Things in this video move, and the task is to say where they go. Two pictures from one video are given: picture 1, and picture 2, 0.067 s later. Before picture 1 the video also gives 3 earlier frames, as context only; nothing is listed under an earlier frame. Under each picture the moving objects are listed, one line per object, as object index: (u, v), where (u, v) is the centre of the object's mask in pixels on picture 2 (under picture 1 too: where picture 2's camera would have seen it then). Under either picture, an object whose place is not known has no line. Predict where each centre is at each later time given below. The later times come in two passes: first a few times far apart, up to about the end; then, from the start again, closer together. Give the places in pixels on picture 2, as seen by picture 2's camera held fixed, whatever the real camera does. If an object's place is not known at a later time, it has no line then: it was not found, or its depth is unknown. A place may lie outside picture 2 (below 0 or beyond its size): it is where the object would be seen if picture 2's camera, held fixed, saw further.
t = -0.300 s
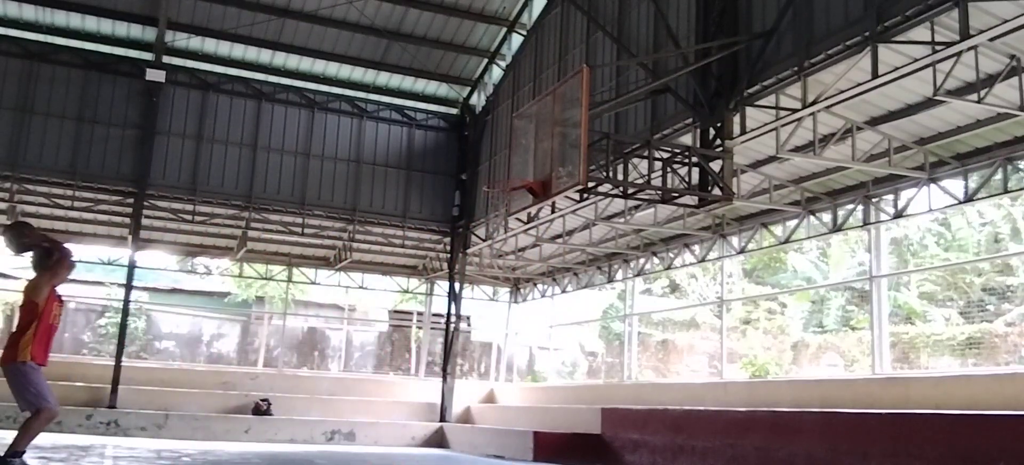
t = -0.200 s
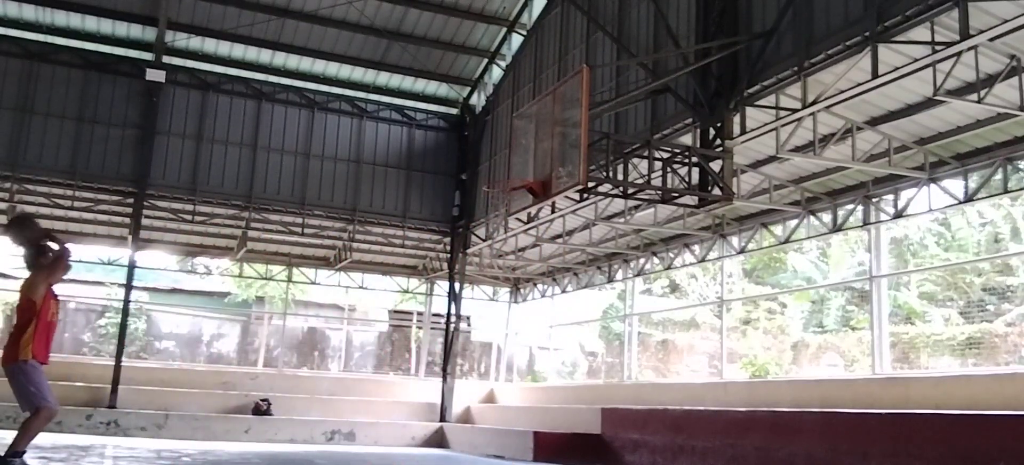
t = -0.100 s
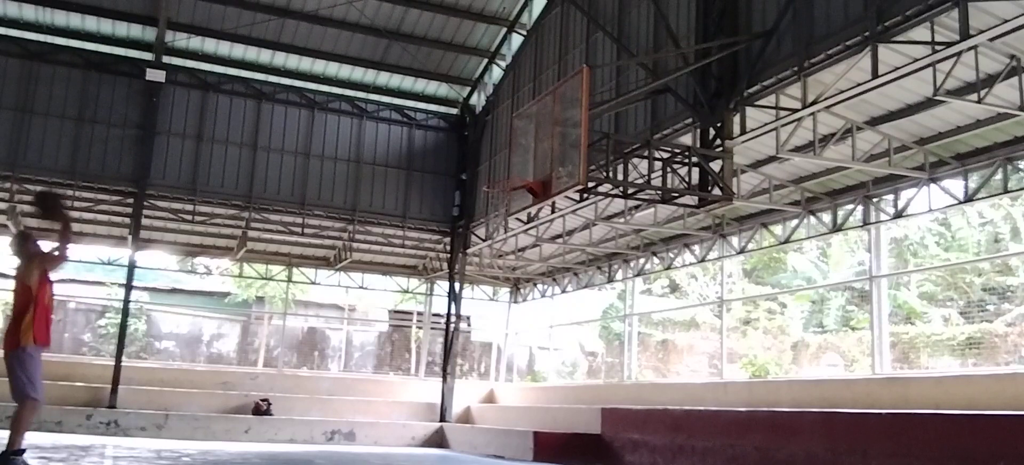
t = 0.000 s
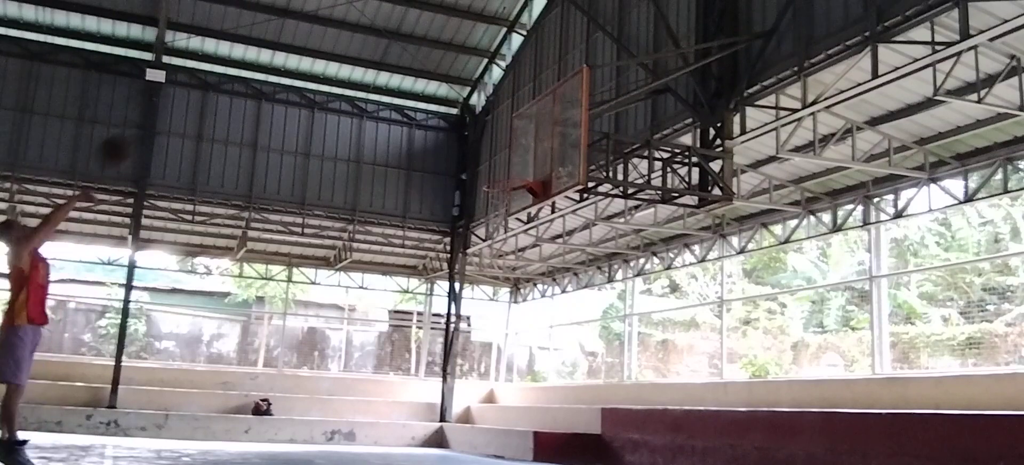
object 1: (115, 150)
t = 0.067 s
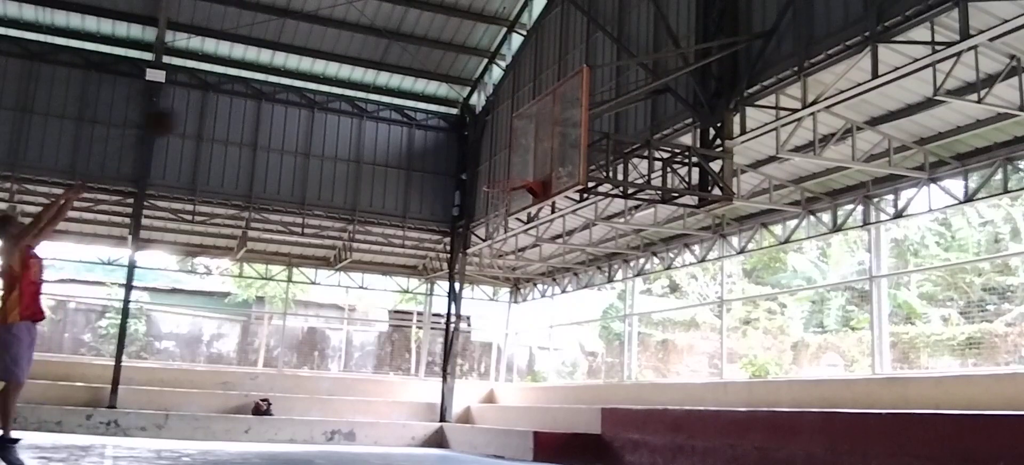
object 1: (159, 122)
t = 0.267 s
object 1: (279, 79)
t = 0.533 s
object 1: (405, 90)
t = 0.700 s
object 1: (470, 131)
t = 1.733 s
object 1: (592, 393)
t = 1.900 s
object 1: (615, 339)
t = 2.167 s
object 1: (649, 314)
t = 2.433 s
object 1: (680, 360)
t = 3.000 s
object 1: (761, 393)
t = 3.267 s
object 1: (804, 395)
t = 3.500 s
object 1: (843, 456)
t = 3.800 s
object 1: (881, 434)
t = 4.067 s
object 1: (911, 440)
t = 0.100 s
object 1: (184, 111)
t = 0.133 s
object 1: (204, 101)
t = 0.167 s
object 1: (224, 93)
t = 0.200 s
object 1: (243, 88)
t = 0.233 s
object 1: (261, 84)
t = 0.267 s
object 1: (279, 79)
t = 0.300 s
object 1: (296, 75)
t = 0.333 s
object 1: (314, 75)
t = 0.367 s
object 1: (330, 74)
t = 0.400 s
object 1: (345, 76)
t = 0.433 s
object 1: (361, 79)
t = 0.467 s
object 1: (375, 81)
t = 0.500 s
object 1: (390, 85)
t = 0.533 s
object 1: (405, 90)
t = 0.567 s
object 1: (417, 95)
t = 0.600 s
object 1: (430, 102)
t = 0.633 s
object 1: (444, 112)
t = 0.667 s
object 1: (459, 121)
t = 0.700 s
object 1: (470, 131)
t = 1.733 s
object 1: (592, 393)
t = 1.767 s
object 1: (597, 380)
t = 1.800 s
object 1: (601, 369)
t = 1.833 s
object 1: (606, 358)
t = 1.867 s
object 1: (611, 348)
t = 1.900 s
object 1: (615, 339)
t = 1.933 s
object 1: (619, 333)
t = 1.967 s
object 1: (624, 326)
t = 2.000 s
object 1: (628, 322)
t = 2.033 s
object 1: (632, 318)
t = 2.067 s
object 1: (636, 315)
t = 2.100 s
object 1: (640, 314)
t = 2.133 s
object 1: (645, 313)
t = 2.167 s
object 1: (649, 314)
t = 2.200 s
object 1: (653, 316)
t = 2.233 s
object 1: (657, 319)
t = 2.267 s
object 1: (661, 322)
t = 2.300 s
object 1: (664, 328)
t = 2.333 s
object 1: (668, 334)
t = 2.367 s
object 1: (672, 342)
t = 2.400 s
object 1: (676, 350)
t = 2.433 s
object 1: (680, 360)
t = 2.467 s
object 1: (684, 371)
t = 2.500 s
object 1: (688, 385)
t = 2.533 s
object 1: (691, 397)
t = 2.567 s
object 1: (697, 413)
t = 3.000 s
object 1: (761, 393)
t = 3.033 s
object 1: (765, 390)
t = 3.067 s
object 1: (770, 387)
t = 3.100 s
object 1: (776, 385)
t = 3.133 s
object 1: (782, 385)
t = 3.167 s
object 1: (787, 386)
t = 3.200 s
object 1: (793, 388)
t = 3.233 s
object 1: (799, 391)
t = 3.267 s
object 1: (804, 395)
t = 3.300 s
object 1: (810, 400)
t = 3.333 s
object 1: (816, 408)
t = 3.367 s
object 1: (823, 417)
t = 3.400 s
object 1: (828, 426)
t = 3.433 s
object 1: (833, 436)
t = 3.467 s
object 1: (838, 448)
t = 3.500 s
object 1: (843, 456)
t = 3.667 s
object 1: (866, 456)
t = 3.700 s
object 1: (869, 451)
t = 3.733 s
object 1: (874, 445)
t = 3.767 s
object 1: (878, 439)
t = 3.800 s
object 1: (881, 434)
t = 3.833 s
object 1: (885, 430)
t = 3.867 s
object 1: (889, 428)
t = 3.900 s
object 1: (893, 427)
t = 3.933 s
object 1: (896, 427)
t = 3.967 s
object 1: (901, 428)
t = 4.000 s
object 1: (904, 431)
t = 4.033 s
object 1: (908, 434)
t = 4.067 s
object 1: (911, 440)
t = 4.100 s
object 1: (913, 445)
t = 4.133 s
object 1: (911, 448)
